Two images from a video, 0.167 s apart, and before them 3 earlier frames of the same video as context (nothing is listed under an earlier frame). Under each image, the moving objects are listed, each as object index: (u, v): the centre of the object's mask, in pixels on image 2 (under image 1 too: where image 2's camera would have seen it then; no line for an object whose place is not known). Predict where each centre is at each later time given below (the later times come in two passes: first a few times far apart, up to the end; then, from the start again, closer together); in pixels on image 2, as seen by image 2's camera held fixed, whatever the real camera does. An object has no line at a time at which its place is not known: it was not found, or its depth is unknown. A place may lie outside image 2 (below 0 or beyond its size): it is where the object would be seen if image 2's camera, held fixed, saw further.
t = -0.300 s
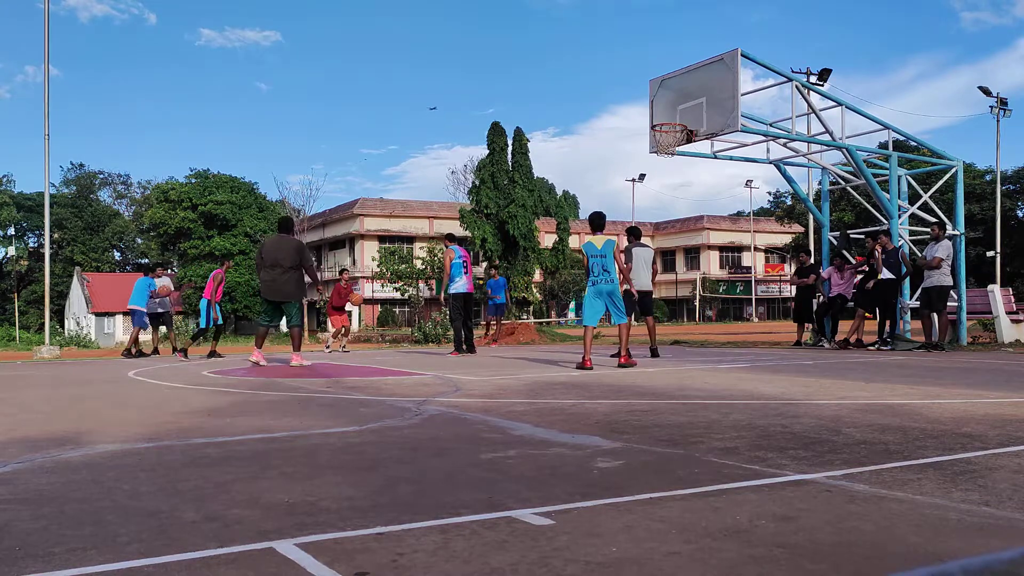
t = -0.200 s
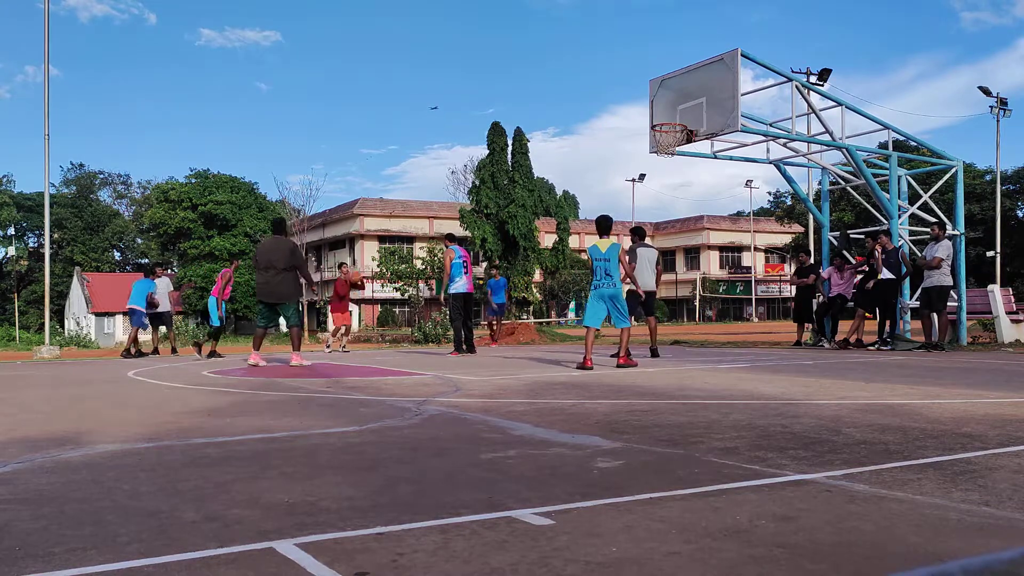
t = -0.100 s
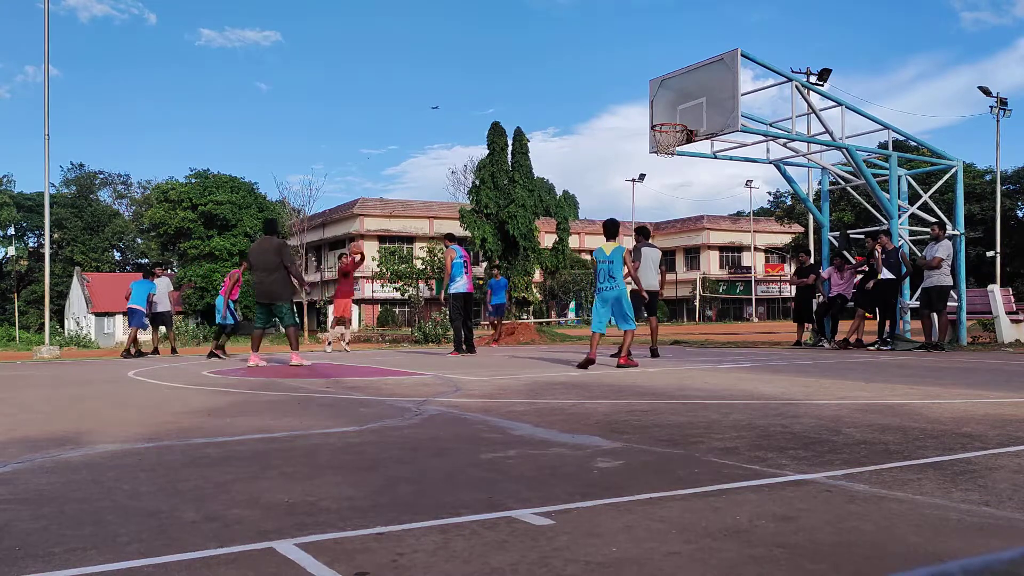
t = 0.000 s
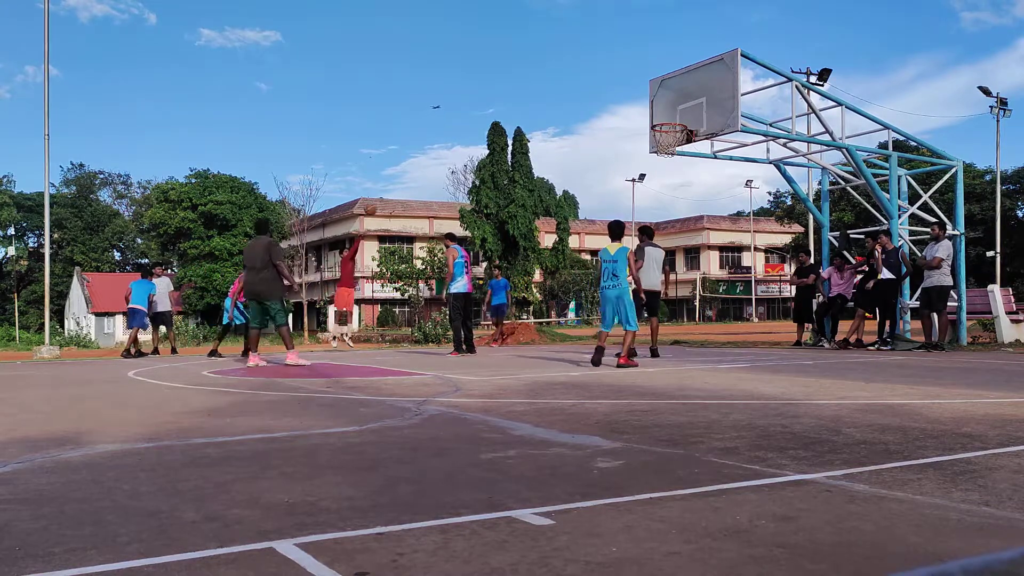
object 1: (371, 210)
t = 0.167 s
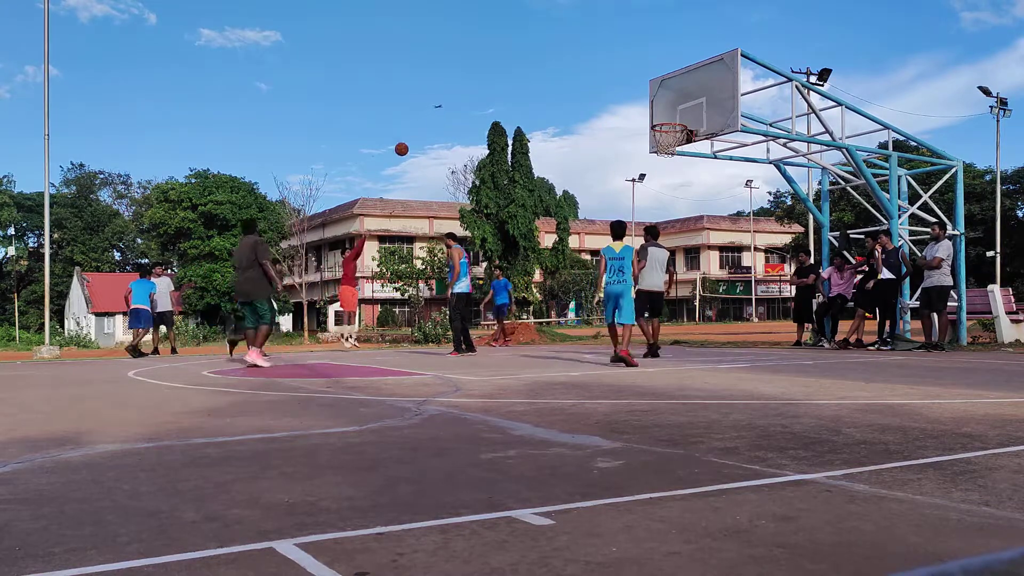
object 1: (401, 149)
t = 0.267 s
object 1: (421, 119)
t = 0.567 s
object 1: (482, 55)
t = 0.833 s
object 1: (543, 39)
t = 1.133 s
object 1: (619, 74)
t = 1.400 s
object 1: (684, 138)
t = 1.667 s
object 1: (663, 154)
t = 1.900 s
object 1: (653, 186)
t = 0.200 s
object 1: (408, 138)
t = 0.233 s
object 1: (414, 128)
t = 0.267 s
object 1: (421, 119)
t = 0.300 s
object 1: (428, 110)
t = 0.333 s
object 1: (434, 101)
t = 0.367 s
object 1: (441, 93)
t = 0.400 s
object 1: (448, 85)
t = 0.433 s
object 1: (454, 78)
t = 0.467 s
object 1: (461, 72)
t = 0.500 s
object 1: (468, 66)
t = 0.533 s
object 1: (475, 60)
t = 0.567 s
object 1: (482, 55)
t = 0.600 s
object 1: (489, 51)
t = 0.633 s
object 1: (497, 47)
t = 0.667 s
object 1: (504, 44)
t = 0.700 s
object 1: (512, 42)
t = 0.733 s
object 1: (519, 40)
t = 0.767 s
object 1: (527, 39)
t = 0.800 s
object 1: (535, 39)
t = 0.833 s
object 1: (543, 39)
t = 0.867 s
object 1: (551, 40)
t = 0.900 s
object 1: (559, 41)
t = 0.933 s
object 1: (567, 43)
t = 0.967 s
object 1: (575, 47)
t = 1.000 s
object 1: (584, 50)
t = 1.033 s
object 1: (592, 55)
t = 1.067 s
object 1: (601, 60)
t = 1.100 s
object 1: (610, 66)
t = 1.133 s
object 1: (619, 74)
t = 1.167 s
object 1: (628, 81)
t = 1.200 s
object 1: (638, 90)
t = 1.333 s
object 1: (678, 135)
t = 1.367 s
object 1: (683, 139)
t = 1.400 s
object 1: (684, 138)
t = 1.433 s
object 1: (683, 138)
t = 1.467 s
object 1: (678, 138)
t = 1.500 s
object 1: (678, 140)
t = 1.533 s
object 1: (674, 142)
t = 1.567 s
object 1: (674, 141)
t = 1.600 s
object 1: (667, 145)
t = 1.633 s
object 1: (666, 147)
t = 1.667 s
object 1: (663, 154)
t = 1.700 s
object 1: (662, 156)
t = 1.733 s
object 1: (660, 157)
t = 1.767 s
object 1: (659, 161)
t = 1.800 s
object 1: (657, 166)
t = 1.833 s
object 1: (656, 172)
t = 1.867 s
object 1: (655, 178)
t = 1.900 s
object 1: (653, 186)
